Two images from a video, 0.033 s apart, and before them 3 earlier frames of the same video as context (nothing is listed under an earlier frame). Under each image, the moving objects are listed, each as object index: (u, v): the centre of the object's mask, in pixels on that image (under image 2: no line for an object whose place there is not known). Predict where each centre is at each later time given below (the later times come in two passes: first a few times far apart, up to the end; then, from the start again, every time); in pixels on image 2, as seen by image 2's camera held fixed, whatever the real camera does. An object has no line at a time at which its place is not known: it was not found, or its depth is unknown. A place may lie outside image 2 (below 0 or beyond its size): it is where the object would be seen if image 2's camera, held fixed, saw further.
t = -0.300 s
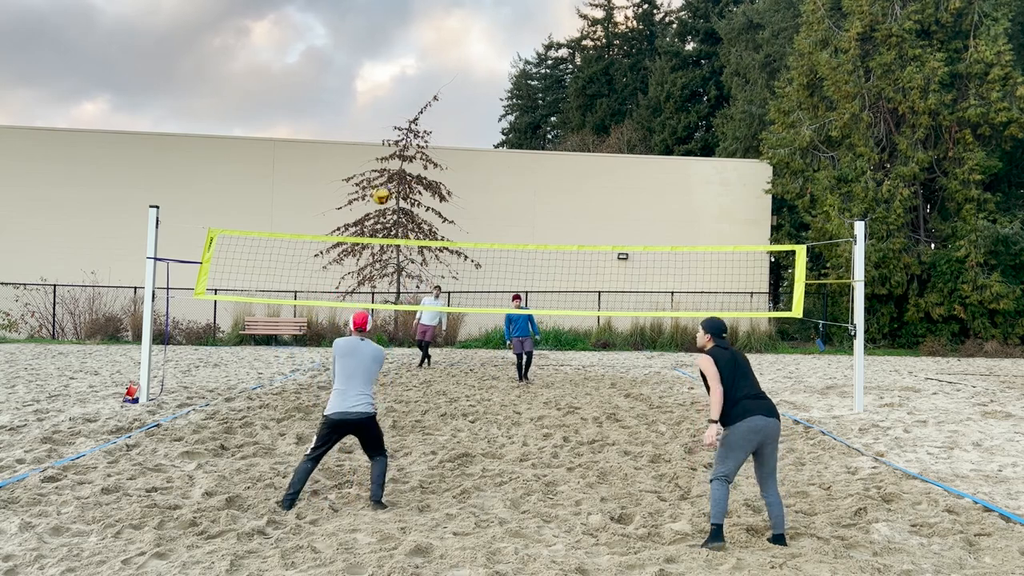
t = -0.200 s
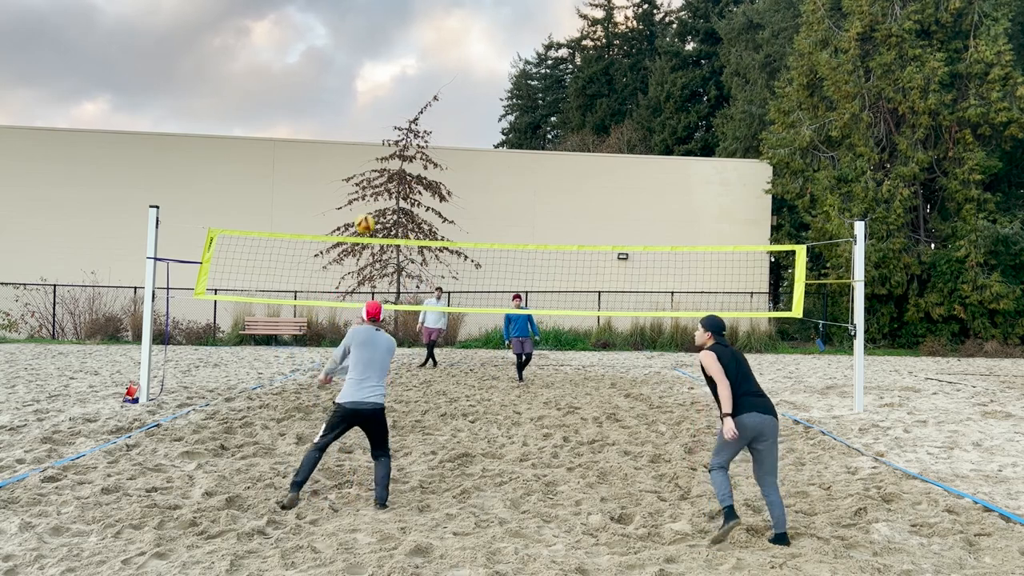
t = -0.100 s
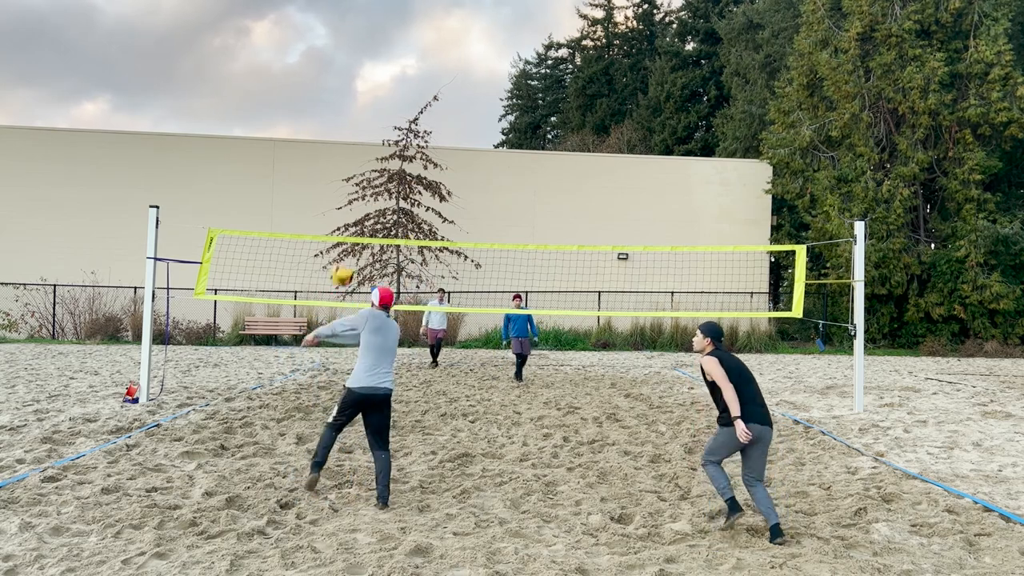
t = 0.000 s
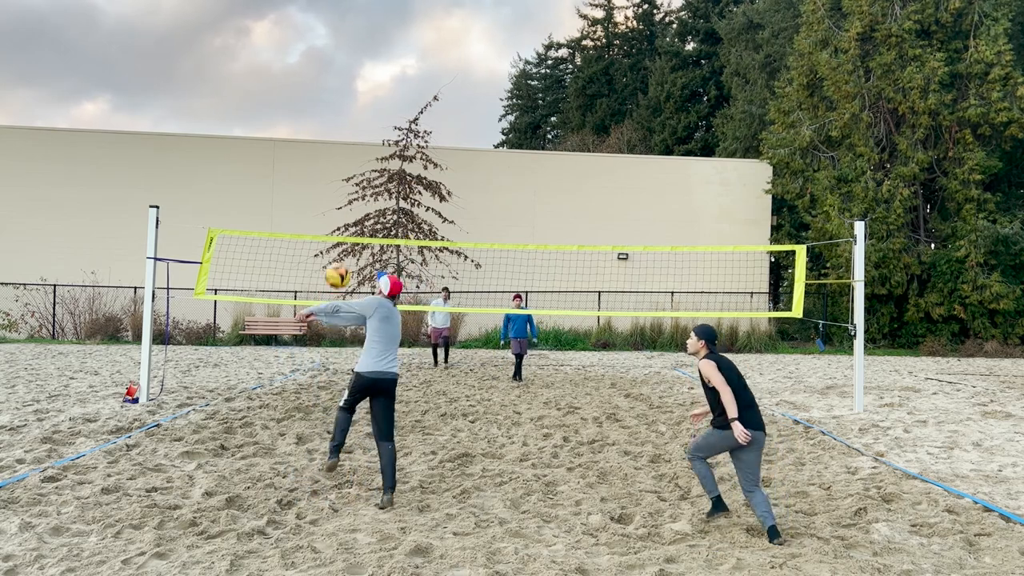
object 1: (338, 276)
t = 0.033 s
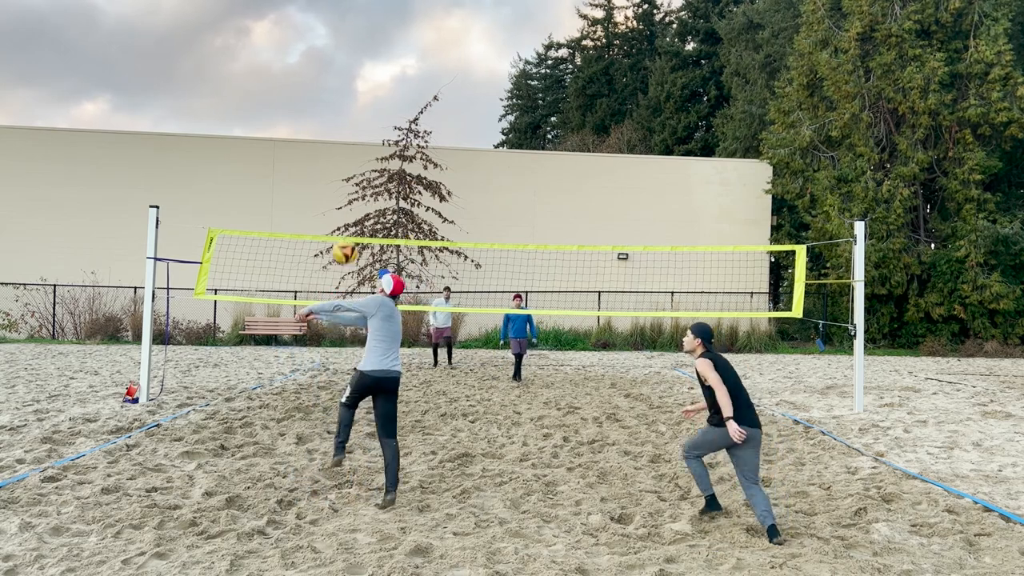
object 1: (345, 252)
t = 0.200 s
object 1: (377, 157)
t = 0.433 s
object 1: (414, 89)
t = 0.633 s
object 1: (441, 79)
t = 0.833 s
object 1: (464, 105)
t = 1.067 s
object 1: (486, 174)
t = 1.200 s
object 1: (497, 227)
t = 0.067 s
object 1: (351, 229)
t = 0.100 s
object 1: (358, 209)
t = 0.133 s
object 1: (364, 190)
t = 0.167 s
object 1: (371, 173)
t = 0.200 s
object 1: (377, 157)
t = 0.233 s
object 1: (382, 143)
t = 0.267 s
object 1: (388, 131)
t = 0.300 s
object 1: (394, 119)
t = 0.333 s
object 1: (399, 110)
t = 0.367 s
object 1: (404, 101)
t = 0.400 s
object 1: (409, 95)
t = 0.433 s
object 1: (414, 89)
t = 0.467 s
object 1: (419, 84)
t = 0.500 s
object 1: (423, 81)
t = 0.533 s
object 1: (428, 79)
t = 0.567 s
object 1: (432, 78)
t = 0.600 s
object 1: (437, 78)
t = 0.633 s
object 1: (441, 79)
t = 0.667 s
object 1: (445, 81)
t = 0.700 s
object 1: (449, 84)
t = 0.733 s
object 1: (453, 88)
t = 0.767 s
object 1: (456, 93)
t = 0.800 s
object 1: (460, 99)
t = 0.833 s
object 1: (464, 105)
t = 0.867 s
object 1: (467, 112)
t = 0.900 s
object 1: (470, 121)
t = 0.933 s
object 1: (473, 130)
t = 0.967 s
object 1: (477, 140)
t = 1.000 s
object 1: (480, 151)
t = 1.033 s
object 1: (483, 162)
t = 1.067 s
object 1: (486, 174)
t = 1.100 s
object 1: (488, 187)
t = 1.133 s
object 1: (491, 199)
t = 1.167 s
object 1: (494, 213)
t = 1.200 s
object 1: (497, 227)
